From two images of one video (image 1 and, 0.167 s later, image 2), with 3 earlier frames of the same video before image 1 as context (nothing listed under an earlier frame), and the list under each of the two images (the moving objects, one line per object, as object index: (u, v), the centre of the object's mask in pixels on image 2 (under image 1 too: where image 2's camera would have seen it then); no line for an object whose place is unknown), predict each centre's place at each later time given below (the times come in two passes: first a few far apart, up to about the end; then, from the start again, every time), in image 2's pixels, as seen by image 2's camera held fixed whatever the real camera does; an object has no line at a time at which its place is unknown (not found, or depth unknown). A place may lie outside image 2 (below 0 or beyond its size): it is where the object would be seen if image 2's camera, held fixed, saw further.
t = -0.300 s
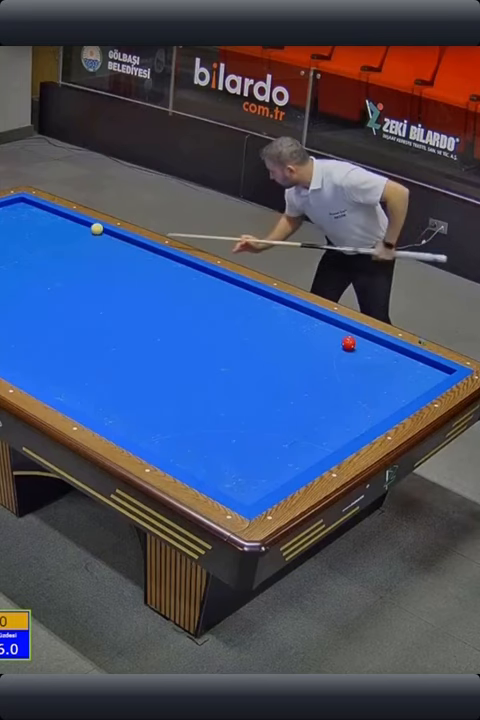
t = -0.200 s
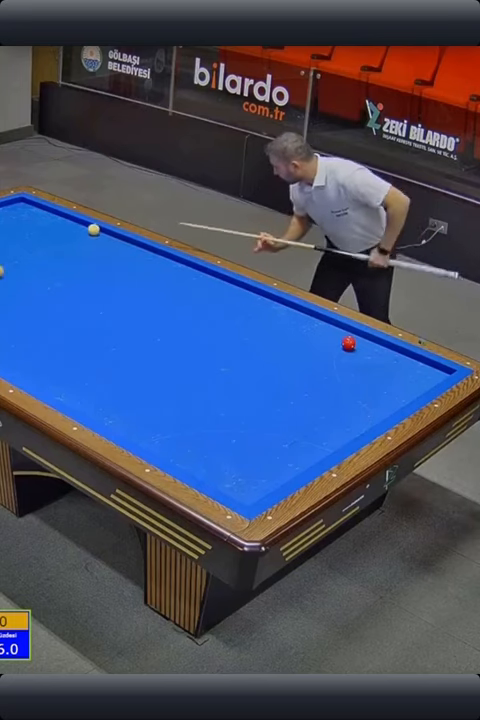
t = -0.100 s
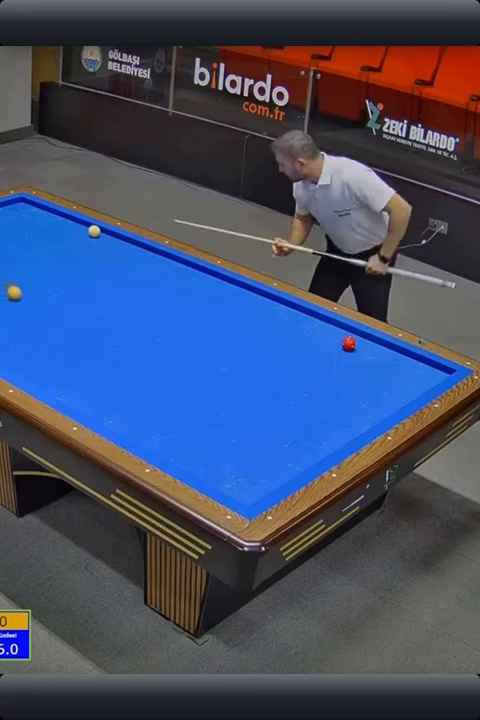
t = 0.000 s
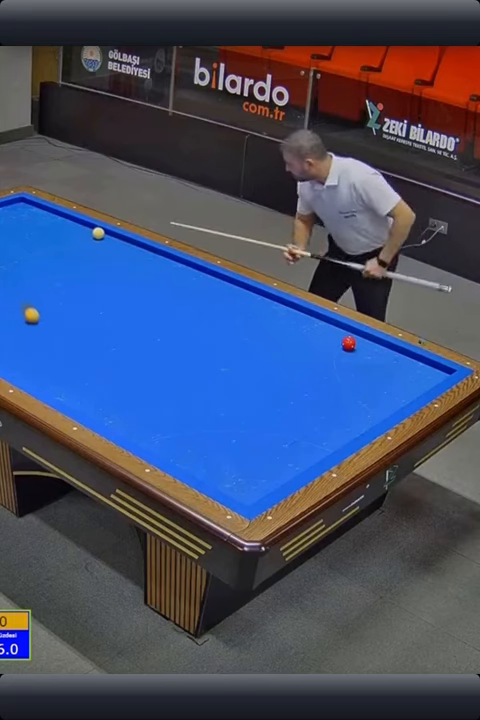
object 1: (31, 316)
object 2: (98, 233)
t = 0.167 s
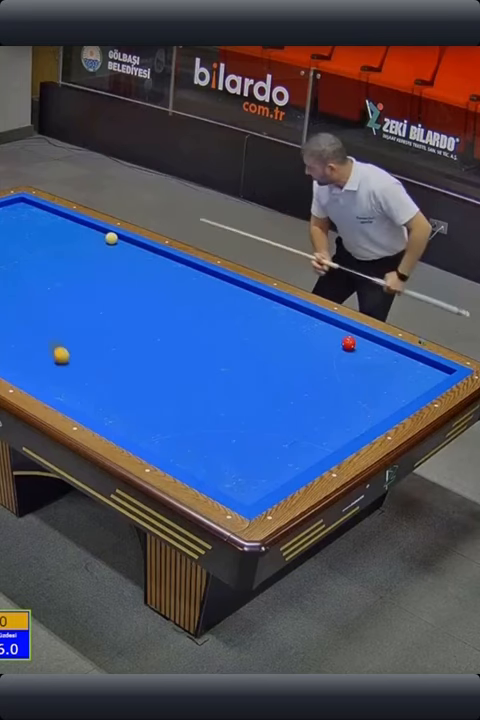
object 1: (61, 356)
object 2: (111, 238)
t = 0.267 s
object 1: (80, 382)
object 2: (120, 241)
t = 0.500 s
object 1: (154, 439)
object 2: (141, 249)
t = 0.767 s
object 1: (276, 476)
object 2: (165, 258)
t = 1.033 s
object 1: (231, 416)
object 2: (190, 267)
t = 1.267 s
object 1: (212, 379)
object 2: (212, 274)
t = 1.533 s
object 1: (196, 343)
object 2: (236, 284)
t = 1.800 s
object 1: (182, 313)
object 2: (259, 294)
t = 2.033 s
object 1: (171, 289)
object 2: (279, 302)
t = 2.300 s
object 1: (160, 264)
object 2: (302, 312)
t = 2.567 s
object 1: (135, 248)
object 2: (325, 322)
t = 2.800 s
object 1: (97, 241)
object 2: (345, 330)
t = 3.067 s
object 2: (368, 341)
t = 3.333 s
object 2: (391, 352)
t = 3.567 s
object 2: (410, 361)
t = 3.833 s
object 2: (432, 371)
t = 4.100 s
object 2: (437, 371)
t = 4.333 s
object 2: (431, 366)
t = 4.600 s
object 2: (421, 361)
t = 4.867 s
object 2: (409, 358)
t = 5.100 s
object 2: (399, 355)
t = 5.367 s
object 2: (388, 352)
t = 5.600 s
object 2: (380, 350)
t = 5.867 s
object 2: (370, 347)
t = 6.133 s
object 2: (362, 345)
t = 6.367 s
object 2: (360, 344)
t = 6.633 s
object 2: (360, 344)
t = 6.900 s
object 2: (359, 344)
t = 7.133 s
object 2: (358, 343)
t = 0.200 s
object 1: (67, 364)
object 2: (114, 239)
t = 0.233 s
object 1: (74, 373)
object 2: (117, 240)
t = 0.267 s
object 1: (80, 382)
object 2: (120, 241)
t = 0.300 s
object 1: (87, 391)
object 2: (123, 243)
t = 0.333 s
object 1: (94, 401)
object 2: (126, 244)
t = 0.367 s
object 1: (102, 410)
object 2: (129, 245)
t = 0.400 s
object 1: (109, 420)
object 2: (132, 246)
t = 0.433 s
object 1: (119, 428)
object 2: (135, 247)
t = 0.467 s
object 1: (137, 434)
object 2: (138, 248)
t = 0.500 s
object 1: (154, 439)
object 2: (141, 249)
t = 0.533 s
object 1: (171, 445)
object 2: (144, 250)
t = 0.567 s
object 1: (188, 450)
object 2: (147, 251)
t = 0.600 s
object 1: (205, 455)
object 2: (150, 252)
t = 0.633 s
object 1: (222, 461)
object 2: (153, 253)
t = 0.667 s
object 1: (238, 467)
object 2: (156, 254)
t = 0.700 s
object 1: (256, 473)
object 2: (159, 256)
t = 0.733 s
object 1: (272, 479)
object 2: (162, 257)
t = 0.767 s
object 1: (276, 476)
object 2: (165, 258)
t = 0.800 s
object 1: (269, 468)
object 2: (168, 259)
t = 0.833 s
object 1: (262, 459)
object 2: (171, 260)
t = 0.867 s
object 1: (256, 451)
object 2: (175, 261)
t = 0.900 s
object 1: (250, 443)
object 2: (178, 262)
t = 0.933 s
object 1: (245, 436)
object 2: (181, 263)
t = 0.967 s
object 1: (240, 429)
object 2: (184, 264)
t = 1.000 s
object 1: (235, 422)
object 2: (187, 266)
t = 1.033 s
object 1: (231, 416)
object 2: (190, 267)
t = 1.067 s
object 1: (227, 410)
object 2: (193, 268)
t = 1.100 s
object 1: (224, 404)
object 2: (196, 269)
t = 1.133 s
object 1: (221, 399)
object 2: (199, 270)
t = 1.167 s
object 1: (219, 393)
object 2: (203, 271)
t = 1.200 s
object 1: (217, 388)
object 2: (206, 272)
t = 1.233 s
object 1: (215, 384)
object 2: (209, 273)
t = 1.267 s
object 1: (212, 379)
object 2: (212, 274)
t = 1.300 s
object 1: (210, 374)
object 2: (215, 276)
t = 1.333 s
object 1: (208, 369)
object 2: (218, 277)
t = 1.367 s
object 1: (206, 365)
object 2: (221, 278)
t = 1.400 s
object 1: (204, 360)
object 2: (224, 279)
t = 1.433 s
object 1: (202, 356)
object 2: (228, 280)
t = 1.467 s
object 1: (200, 352)
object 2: (231, 281)
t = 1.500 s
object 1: (198, 347)
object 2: (233, 283)
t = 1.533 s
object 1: (196, 343)
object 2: (236, 284)
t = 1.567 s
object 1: (194, 339)
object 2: (239, 285)
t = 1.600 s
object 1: (193, 335)
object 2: (242, 286)
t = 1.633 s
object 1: (191, 331)
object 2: (245, 288)
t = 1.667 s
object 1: (189, 327)
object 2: (248, 289)
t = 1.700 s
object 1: (187, 323)
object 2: (251, 290)
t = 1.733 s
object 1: (186, 320)
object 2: (254, 291)
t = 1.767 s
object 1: (184, 316)
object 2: (256, 292)
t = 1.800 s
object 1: (182, 313)
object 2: (259, 294)
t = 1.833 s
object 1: (181, 309)
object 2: (262, 295)
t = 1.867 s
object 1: (179, 305)
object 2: (265, 296)
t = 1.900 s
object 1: (178, 302)
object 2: (268, 297)
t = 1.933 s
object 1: (176, 299)
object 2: (271, 298)
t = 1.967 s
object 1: (174, 295)
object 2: (274, 300)
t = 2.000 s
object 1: (173, 292)
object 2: (277, 301)
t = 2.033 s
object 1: (171, 289)
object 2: (279, 302)
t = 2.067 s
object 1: (170, 285)
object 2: (282, 303)
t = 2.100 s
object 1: (168, 282)
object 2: (285, 305)
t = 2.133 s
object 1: (167, 279)
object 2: (288, 306)
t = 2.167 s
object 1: (166, 276)
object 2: (291, 307)
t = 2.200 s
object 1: (164, 273)
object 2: (293, 308)
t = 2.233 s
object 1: (163, 270)
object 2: (297, 310)
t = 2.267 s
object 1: (161, 267)
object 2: (299, 311)
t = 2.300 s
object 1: (160, 264)
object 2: (302, 312)
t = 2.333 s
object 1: (159, 262)
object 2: (305, 314)
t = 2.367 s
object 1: (158, 259)
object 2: (308, 315)
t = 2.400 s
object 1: (156, 256)
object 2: (311, 316)
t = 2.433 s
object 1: (155, 253)
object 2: (314, 317)
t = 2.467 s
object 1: (153, 251)
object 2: (316, 318)
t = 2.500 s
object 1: (147, 250)
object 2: (319, 320)
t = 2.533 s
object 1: (141, 249)
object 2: (322, 321)
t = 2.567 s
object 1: (135, 248)
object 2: (325, 322)
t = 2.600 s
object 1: (130, 247)
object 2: (328, 324)
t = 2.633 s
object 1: (124, 246)
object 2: (331, 325)
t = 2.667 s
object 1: (119, 245)
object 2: (334, 326)
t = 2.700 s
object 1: (113, 244)
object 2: (337, 327)
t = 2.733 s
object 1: (108, 243)
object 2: (340, 329)
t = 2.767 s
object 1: (102, 242)
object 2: (342, 330)
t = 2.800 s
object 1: (97, 241)
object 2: (345, 330)
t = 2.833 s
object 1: (92, 240)
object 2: (348, 331)
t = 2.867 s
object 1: (86, 239)
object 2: (351, 332)
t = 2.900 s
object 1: (81, 238)
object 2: (354, 334)
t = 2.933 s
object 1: (76, 237)
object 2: (357, 336)
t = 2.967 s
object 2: (360, 337)
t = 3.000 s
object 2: (363, 339)
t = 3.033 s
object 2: (366, 340)
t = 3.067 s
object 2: (368, 341)
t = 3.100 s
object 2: (371, 343)
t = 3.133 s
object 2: (374, 344)
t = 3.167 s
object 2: (377, 345)
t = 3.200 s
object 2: (380, 347)
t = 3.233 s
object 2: (382, 348)
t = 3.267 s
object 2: (385, 349)
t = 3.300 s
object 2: (388, 351)
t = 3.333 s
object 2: (391, 352)
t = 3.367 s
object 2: (394, 353)
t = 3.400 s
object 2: (396, 354)
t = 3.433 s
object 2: (399, 356)
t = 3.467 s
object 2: (402, 357)
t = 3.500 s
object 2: (405, 358)
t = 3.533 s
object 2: (408, 359)
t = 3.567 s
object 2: (410, 361)
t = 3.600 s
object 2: (413, 362)
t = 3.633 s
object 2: (416, 363)
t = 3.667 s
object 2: (419, 364)
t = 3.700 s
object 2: (421, 366)
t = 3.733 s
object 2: (424, 367)
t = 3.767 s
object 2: (427, 368)
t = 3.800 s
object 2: (429, 370)
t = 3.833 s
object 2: (432, 371)
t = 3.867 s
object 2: (435, 372)
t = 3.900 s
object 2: (437, 373)
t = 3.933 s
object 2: (439, 374)
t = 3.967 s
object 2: (440, 372)
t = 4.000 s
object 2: (438, 370)
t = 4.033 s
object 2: (438, 370)
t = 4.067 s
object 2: (438, 371)
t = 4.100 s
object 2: (437, 371)
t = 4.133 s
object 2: (436, 370)
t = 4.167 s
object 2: (435, 370)
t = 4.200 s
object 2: (435, 369)
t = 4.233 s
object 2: (434, 368)
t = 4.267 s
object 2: (433, 367)
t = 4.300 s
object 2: (432, 366)
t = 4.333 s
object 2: (431, 366)
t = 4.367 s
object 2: (431, 365)
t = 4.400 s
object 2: (430, 364)
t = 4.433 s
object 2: (429, 364)
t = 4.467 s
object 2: (427, 363)
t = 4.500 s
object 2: (425, 363)
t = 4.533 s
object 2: (424, 362)
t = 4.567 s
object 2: (422, 361)
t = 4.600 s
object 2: (421, 361)
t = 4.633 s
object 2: (419, 360)
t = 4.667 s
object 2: (417, 360)
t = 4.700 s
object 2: (416, 360)
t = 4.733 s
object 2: (415, 359)
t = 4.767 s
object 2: (413, 359)
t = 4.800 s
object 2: (411, 358)
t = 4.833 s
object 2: (410, 358)
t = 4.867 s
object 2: (409, 358)
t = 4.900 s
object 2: (407, 357)
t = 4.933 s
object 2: (406, 357)
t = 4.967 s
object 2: (404, 356)
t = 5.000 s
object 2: (403, 356)
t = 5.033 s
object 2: (401, 355)
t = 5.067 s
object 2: (400, 355)
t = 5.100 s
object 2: (399, 355)
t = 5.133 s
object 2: (398, 354)
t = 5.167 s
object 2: (396, 354)
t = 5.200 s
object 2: (395, 354)
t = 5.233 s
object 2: (393, 353)
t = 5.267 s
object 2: (392, 353)
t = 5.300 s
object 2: (391, 353)
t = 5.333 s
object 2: (390, 352)
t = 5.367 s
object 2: (388, 352)
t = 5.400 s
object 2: (387, 351)
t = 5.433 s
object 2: (386, 351)
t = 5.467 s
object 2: (384, 351)
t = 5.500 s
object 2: (383, 351)
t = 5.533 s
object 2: (382, 350)
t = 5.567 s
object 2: (381, 350)
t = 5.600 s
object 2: (380, 350)
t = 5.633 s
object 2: (378, 349)
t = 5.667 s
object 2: (377, 349)
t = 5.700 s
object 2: (376, 349)
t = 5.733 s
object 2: (375, 349)
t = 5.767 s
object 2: (374, 348)
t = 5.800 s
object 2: (372, 348)
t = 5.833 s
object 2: (371, 348)
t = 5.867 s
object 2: (370, 347)
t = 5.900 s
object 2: (369, 347)
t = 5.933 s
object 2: (368, 347)
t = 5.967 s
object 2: (366, 346)
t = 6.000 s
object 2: (366, 346)
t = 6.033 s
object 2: (365, 346)
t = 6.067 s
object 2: (363, 345)
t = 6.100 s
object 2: (362, 345)
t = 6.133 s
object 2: (362, 345)
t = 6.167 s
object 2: (362, 345)
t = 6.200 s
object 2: (362, 345)
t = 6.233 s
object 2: (362, 345)
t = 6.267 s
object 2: (361, 345)
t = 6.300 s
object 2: (361, 345)
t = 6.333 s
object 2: (361, 345)
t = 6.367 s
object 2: (360, 344)
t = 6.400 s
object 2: (360, 344)
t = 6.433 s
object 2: (360, 344)
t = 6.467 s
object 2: (360, 344)
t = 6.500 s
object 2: (360, 344)
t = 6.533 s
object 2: (360, 344)
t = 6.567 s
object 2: (360, 344)
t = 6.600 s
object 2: (360, 344)
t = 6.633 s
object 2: (360, 344)
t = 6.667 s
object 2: (360, 344)
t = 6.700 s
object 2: (359, 344)
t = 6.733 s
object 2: (359, 344)
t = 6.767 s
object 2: (359, 344)
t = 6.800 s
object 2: (359, 344)
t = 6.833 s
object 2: (359, 343)
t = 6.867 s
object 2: (359, 343)
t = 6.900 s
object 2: (359, 344)
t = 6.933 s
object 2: (359, 343)
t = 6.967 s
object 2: (359, 343)
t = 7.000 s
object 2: (359, 343)
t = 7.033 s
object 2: (359, 343)
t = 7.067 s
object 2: (359, 343)
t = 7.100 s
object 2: (358, 343)
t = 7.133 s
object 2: (358, 343)
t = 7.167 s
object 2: (358, 343)
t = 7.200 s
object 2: (358, 343)
